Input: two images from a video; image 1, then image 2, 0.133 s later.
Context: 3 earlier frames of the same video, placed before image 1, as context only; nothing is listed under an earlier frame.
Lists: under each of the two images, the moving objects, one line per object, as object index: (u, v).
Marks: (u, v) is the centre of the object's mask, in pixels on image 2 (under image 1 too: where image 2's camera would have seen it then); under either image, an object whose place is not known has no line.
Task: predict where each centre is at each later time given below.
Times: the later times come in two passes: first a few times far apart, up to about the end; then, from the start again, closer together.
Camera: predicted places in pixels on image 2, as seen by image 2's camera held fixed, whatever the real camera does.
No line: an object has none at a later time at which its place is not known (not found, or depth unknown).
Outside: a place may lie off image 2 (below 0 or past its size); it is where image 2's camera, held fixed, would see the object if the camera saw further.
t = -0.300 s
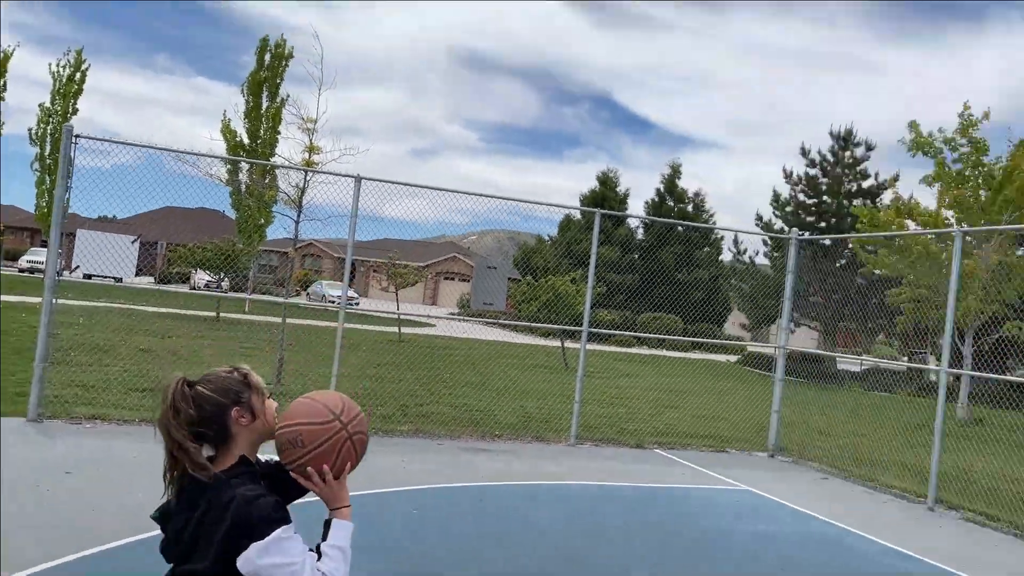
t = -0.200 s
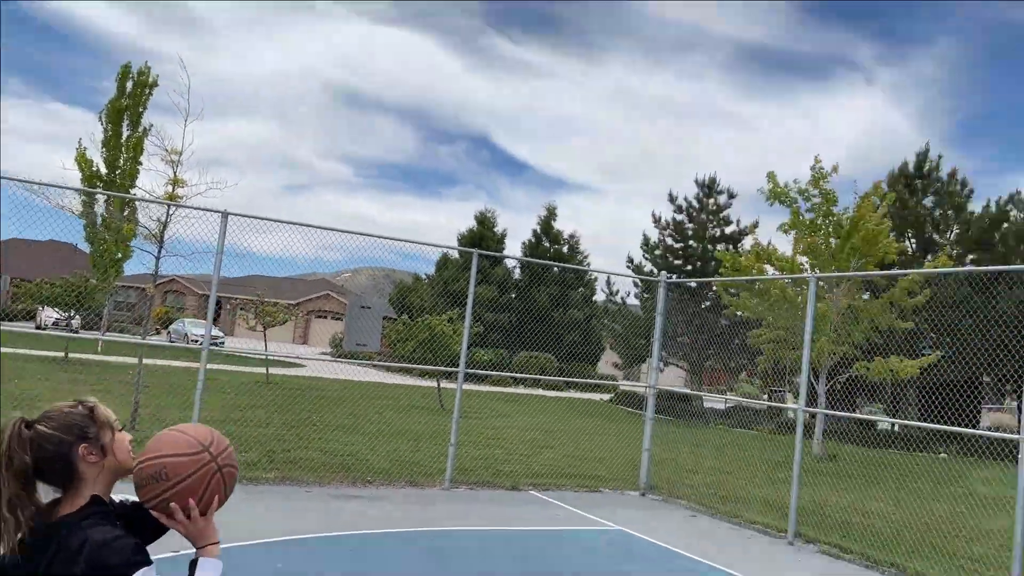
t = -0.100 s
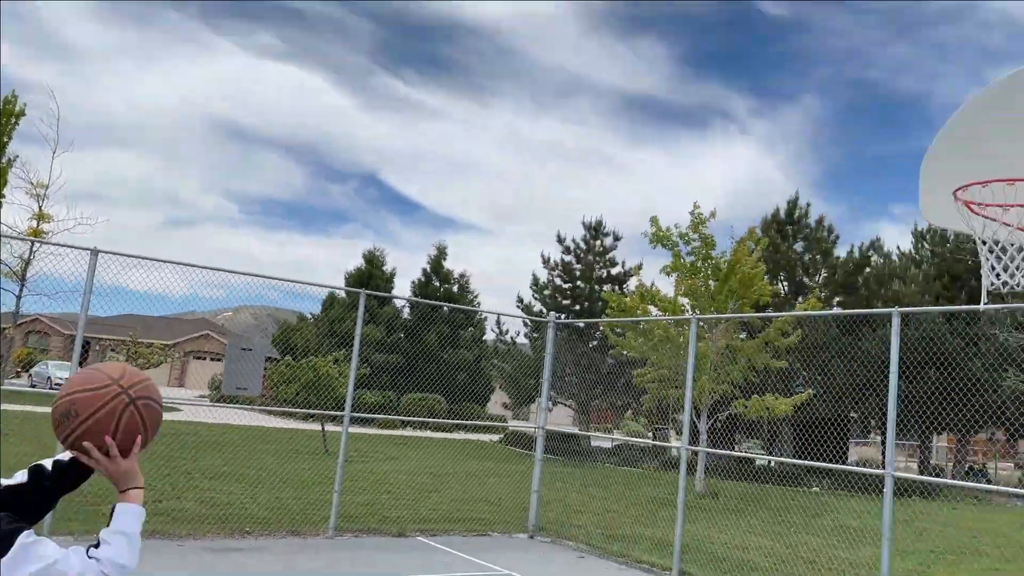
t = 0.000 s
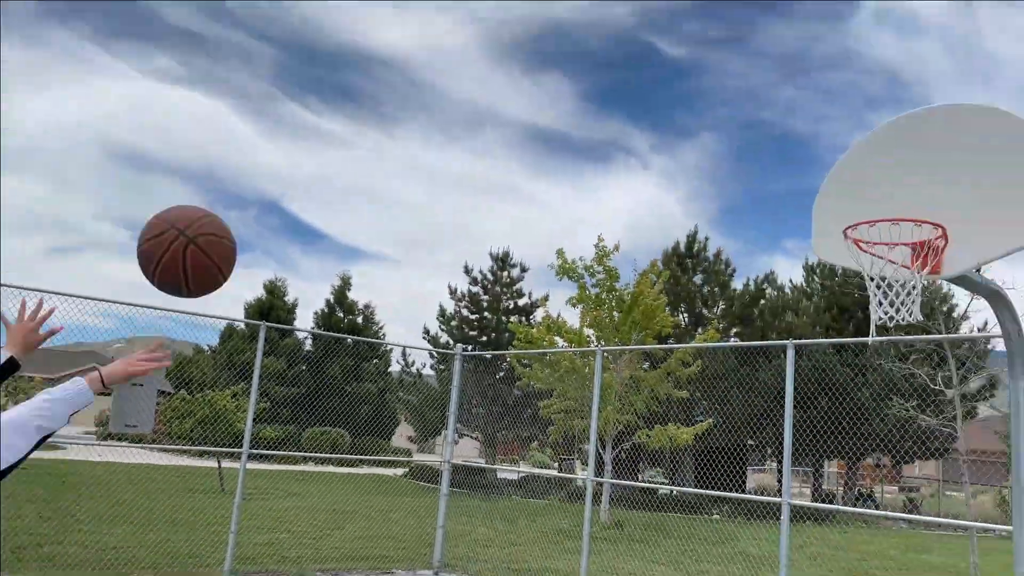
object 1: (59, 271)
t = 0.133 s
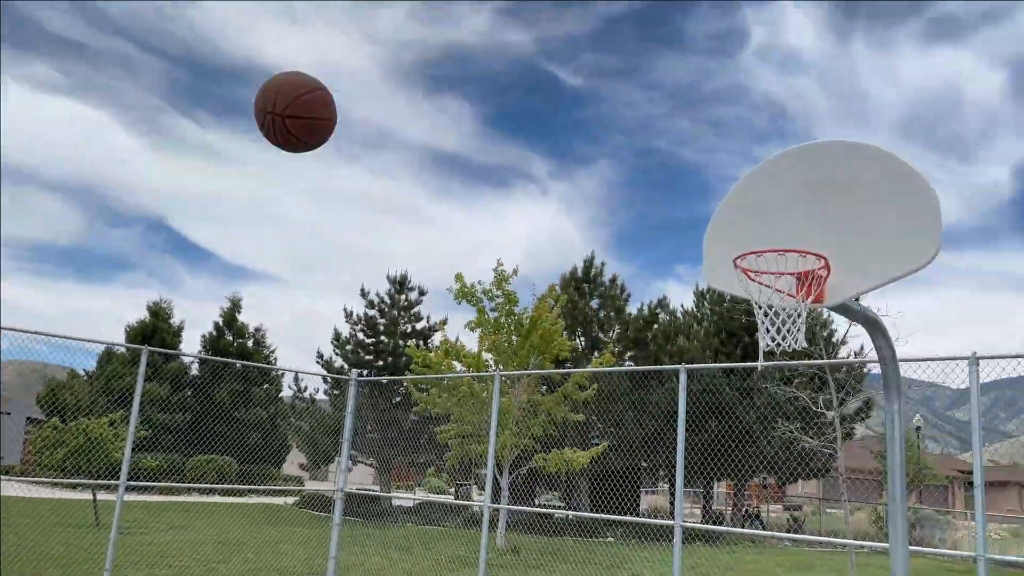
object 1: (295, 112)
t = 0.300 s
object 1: (477, 38)
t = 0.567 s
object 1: (657, 71)
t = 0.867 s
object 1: (788, 242)
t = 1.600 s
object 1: (494, 241)
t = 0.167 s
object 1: (339, 88)
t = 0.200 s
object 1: (378, 70)
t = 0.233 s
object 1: (414, 55)
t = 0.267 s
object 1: (447, 45)
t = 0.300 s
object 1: (477, 38)
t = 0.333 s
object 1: (506, 34)
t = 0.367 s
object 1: (532, 33)
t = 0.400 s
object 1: (556, 34)
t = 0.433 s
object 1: (580, 37)
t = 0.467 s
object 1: (601, 43)
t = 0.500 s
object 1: (620, 50)
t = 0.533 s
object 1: (640, 61)
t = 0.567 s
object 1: (657, 71)
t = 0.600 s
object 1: (674, 85)
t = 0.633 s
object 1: (690, 99)
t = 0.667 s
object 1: (706, 116)
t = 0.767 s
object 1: (749, 175)
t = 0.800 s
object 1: (762, 196)
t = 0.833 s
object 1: (776, 219)
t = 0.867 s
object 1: (788, 242)
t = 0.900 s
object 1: (791, 250)
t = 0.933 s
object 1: (780, 229)
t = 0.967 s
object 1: (769, 213)
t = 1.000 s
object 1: (758, 197)
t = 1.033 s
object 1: (748, 182)
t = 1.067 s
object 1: (736, 169)
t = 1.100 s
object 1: (725, 157)
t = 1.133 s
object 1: (713, 146)
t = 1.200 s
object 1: (688, 132)
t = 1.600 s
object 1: (494, 241)
